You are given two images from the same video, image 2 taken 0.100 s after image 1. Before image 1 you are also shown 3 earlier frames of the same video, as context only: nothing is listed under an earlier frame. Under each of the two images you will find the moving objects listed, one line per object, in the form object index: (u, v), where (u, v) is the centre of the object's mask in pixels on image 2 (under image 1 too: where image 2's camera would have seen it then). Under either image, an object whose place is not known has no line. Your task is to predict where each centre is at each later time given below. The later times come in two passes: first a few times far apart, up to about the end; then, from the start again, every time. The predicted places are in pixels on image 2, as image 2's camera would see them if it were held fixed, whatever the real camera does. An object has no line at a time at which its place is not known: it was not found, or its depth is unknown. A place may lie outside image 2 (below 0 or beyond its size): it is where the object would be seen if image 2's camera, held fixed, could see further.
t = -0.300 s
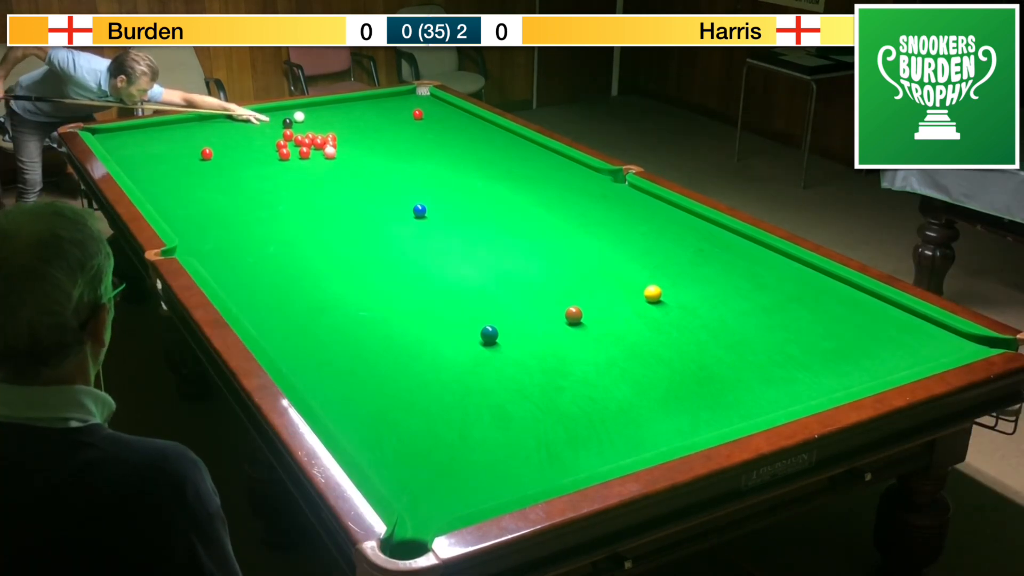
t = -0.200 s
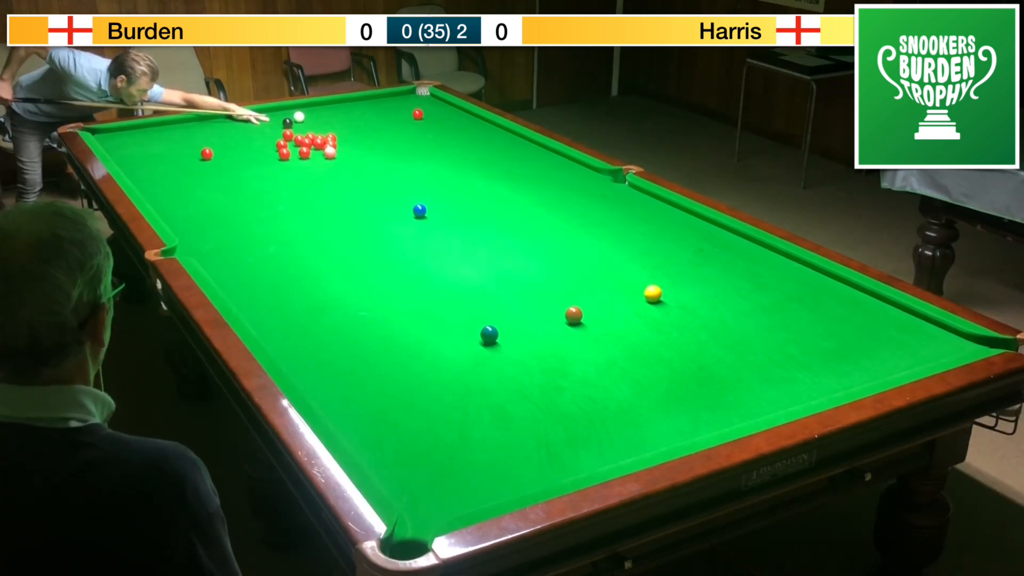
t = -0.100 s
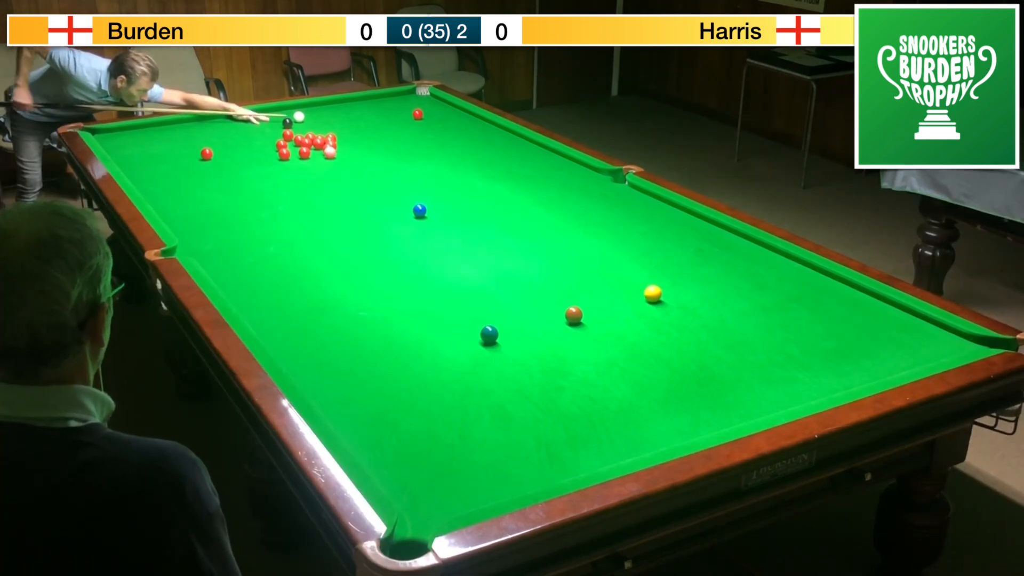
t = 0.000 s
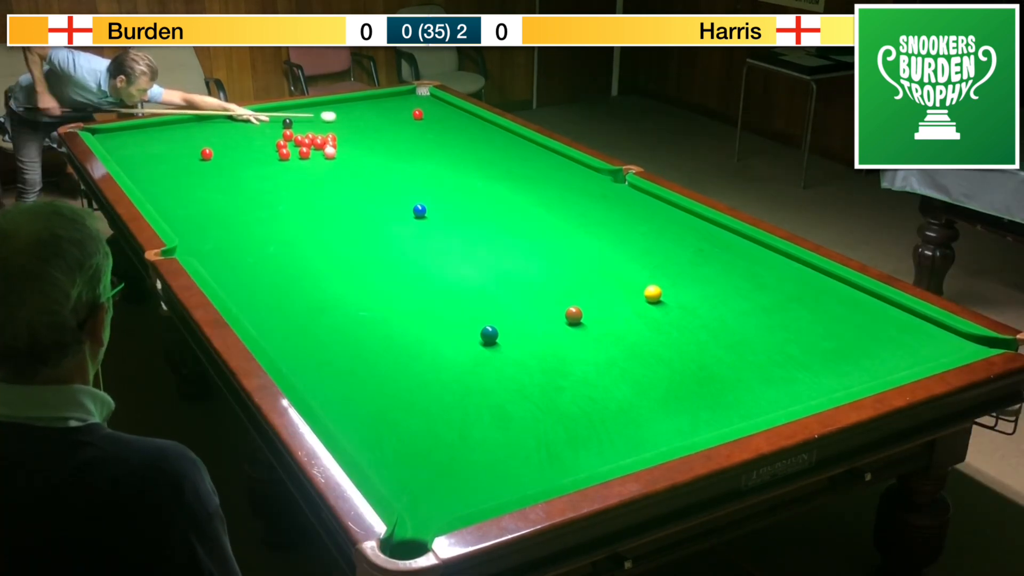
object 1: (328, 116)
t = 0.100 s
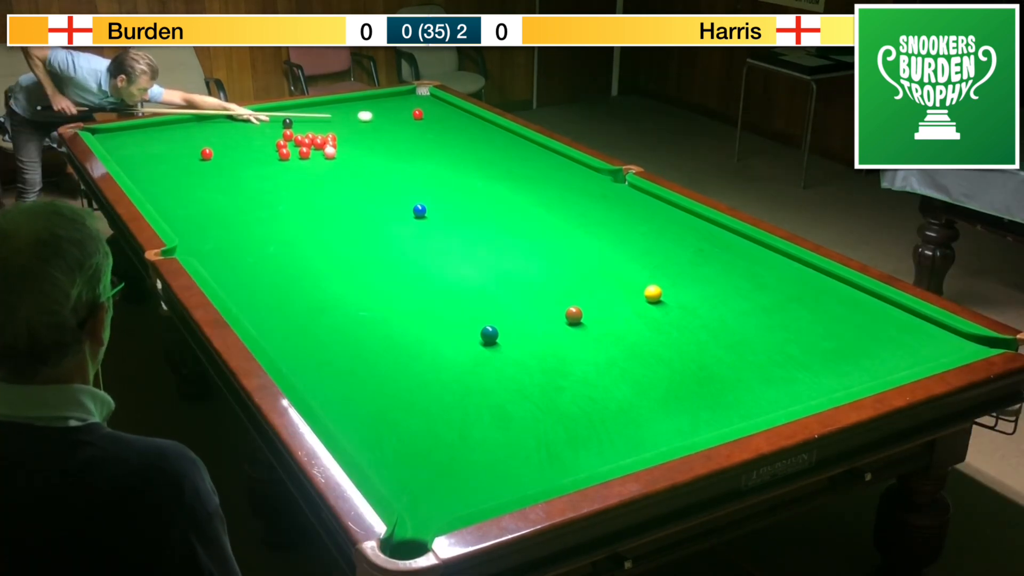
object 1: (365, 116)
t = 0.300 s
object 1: (424, 119)
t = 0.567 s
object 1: (486, 126)
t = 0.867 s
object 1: (504, 141)
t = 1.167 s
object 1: (509, 157)
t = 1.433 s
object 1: (513, 173)
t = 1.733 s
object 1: (519, 191)
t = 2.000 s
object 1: (523, 208)
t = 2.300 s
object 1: (529, 228)
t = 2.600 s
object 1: (536, 249)
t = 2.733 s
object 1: (539, 258)
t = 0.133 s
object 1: (376, 116)
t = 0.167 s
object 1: (388, 116)
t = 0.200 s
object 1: (399, 116)
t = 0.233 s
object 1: (410, 116)
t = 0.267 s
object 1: (417, 117)
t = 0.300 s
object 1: (424, 119)
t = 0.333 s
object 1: (431, 120)
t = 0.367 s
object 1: (439, 121)
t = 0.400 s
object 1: (447, 121)
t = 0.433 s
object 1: (455, 122)
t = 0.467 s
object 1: (462, 123)
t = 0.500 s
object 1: (470, 124)
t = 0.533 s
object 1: (479, 126)
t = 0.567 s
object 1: (486, 126)
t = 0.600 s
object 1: (494, 127)
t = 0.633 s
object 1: (502, 128)
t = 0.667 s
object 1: (503, 130)
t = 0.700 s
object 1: (502, 132)
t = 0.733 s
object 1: (502, 134)
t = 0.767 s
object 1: (503, 135)
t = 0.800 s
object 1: (503, 137)
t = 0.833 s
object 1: (503, 139)
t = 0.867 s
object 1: (504, 141)
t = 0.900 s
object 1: (505, 143)
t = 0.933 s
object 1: (505, 144)
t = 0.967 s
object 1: (506, 146)
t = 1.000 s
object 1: (506, 148)
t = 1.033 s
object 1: (507, 150)
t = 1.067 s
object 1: (507, 152)
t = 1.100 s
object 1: (508, 154)
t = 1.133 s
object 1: (508, 155)
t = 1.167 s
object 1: (509, 157)
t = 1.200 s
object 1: (509, 159)
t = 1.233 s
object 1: (510, 161)
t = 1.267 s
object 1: (510, 163)
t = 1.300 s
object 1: (511, 165)
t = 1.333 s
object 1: (511, 167)
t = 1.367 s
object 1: (512, 169)
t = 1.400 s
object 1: (513, 171)
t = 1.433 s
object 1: (513, 173)
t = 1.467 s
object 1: (514, 174)
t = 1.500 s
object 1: (514, 177)
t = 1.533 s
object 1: (515, 179)
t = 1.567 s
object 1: (516, 180)
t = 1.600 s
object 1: (516, 182)
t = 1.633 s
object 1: (517, 184)
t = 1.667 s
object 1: (517, 186)
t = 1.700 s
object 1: (518, 189)
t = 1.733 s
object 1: (519, 191)
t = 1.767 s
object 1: (519, 193)
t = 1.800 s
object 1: (520, 195)
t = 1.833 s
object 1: (520, 197)
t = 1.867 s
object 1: (521, 199)
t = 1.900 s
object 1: (522, 201)
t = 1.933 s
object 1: (522, 203)
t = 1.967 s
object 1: (523, 206)
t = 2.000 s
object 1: (523, 208)
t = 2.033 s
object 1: (524, 210)
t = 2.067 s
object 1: (525, 212)
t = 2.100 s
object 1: (525, 214)
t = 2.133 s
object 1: (526, 216)
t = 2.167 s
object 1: (527, 219)
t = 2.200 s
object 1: (527, 221)
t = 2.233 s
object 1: (528, 223)
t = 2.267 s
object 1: (529, 225)
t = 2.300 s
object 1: (529, 228)
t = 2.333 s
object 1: (530, 230)
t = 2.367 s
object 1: (531, 232)
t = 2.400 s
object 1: (531, 235)
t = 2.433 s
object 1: (532, 237)
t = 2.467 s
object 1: (533, 239)
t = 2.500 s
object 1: (533, 241)
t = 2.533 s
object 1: (534, 244)
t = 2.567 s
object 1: (535, 246)
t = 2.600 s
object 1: (536, 249)
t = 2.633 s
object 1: (536, 251)
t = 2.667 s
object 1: (537, 254)
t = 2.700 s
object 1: (538, 256)
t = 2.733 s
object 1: (539, 258)
